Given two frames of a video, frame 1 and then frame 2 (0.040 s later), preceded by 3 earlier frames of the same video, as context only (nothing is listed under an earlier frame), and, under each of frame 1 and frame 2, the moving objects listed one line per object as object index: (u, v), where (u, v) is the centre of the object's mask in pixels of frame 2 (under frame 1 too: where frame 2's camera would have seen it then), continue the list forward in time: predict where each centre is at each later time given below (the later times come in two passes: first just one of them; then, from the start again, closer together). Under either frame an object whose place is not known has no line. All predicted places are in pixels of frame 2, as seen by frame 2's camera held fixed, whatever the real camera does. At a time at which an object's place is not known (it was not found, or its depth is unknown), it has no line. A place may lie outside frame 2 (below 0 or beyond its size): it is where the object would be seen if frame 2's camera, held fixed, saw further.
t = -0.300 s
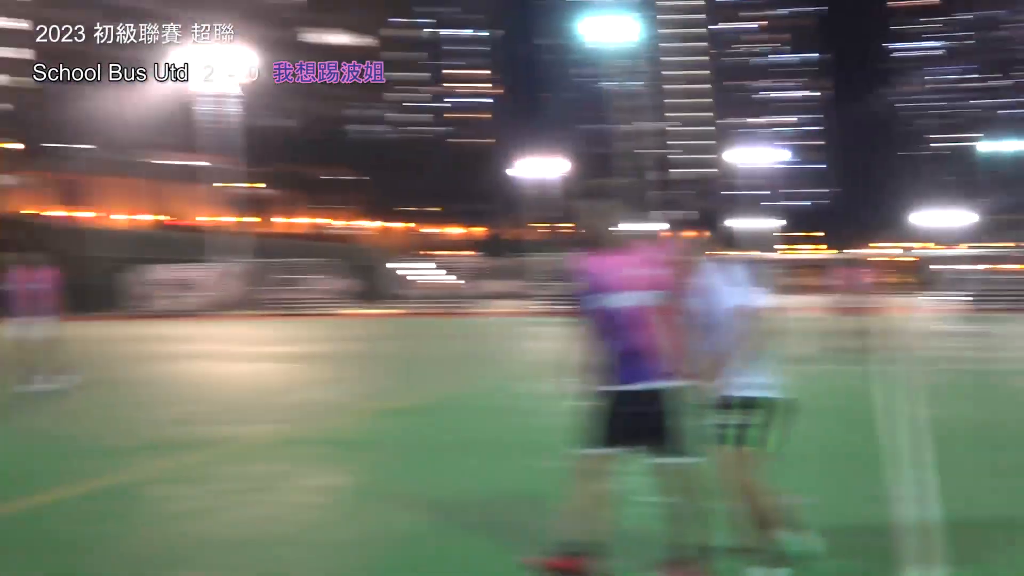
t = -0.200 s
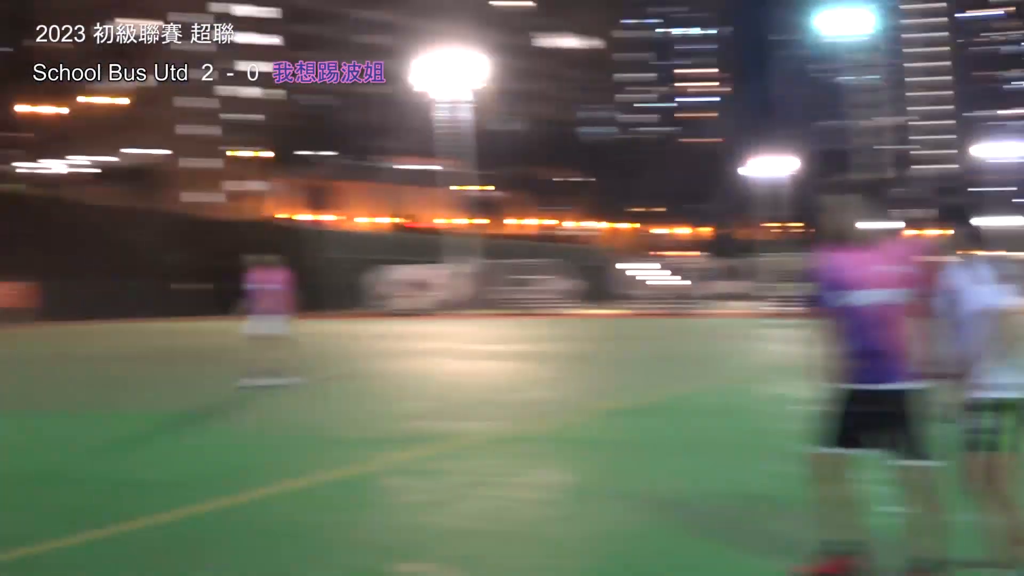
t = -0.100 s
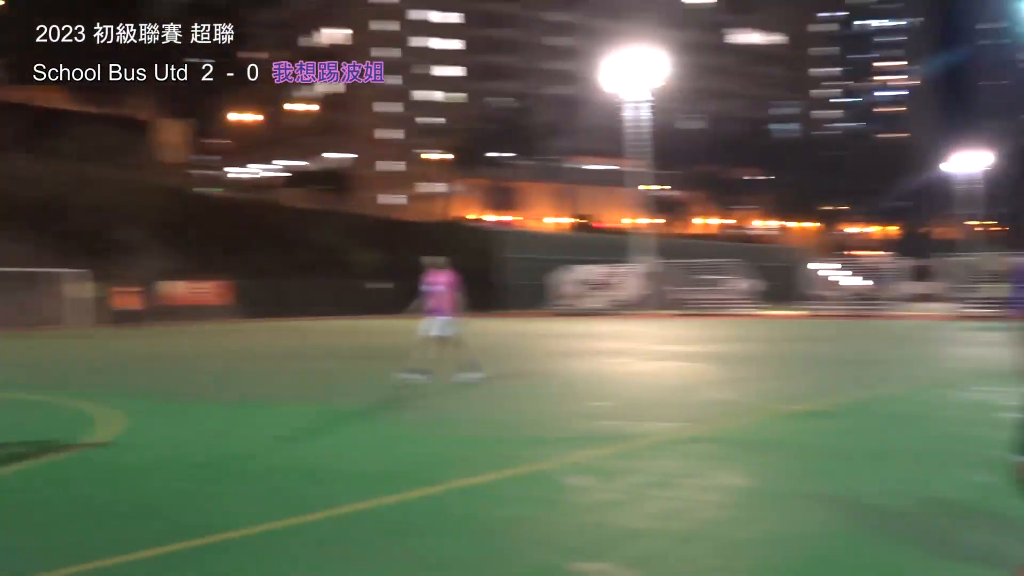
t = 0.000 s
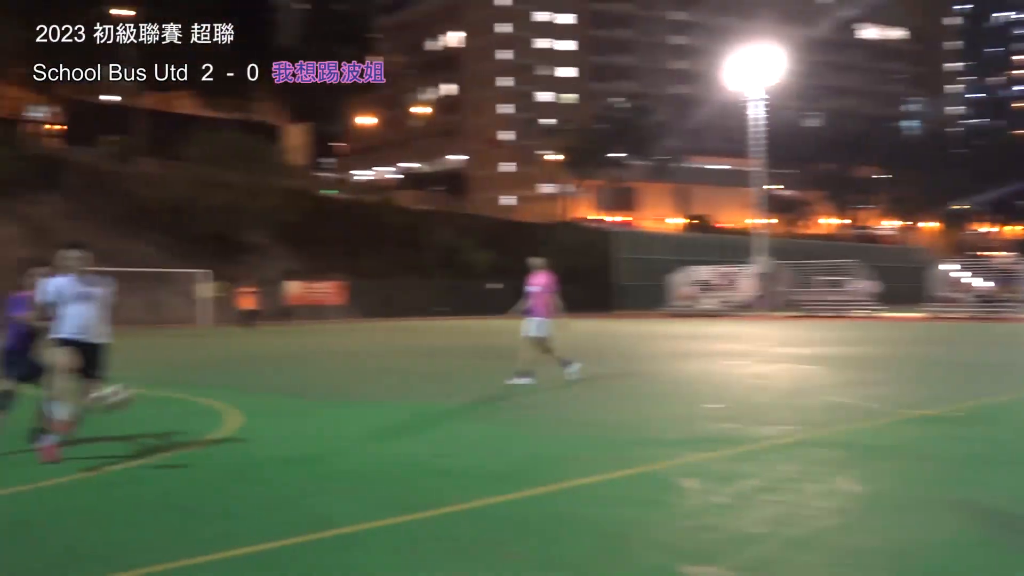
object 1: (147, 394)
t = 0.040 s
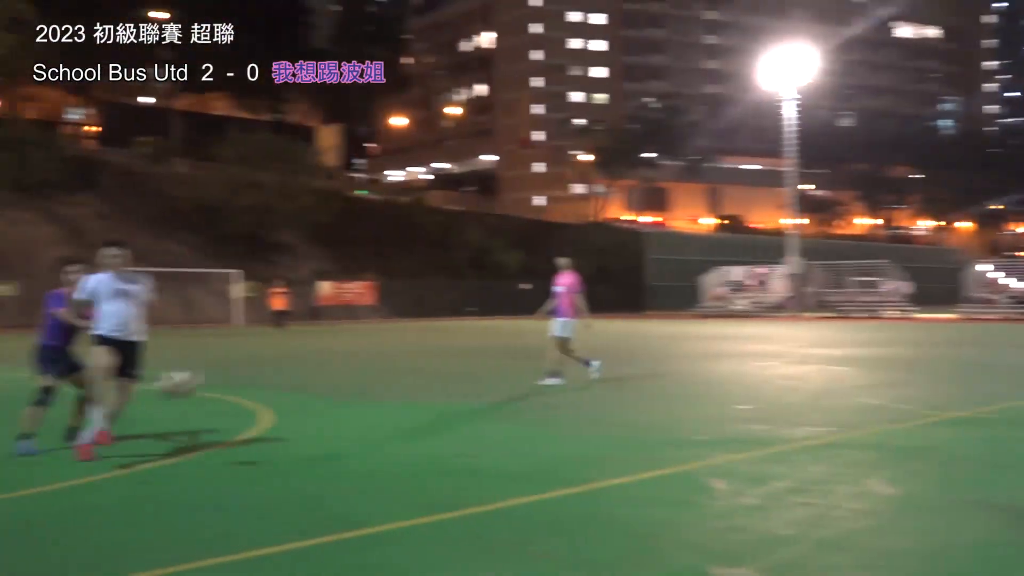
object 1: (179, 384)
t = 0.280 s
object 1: (362, 349)
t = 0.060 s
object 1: (195, 377)
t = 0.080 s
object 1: (210, 373)
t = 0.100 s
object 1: (224, 369)
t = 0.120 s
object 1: (241, 364)
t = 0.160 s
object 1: (270, 358)
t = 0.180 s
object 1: (287, 355)
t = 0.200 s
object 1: (301, 353)
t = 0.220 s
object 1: (315, 350)
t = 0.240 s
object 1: (332, 350)
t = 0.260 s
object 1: (345, 349)
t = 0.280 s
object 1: (362, 349)
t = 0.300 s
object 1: (376, 349)
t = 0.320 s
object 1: (392, 349)
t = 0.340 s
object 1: (407, 351)
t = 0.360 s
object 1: (420, 353)
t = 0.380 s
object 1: (437, 356)
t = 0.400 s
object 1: (451, 357)
